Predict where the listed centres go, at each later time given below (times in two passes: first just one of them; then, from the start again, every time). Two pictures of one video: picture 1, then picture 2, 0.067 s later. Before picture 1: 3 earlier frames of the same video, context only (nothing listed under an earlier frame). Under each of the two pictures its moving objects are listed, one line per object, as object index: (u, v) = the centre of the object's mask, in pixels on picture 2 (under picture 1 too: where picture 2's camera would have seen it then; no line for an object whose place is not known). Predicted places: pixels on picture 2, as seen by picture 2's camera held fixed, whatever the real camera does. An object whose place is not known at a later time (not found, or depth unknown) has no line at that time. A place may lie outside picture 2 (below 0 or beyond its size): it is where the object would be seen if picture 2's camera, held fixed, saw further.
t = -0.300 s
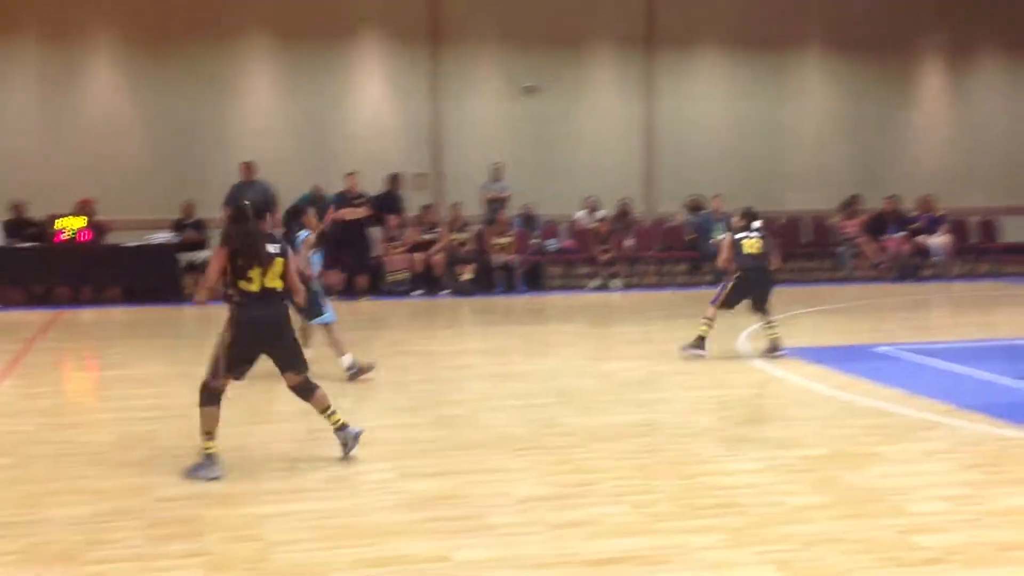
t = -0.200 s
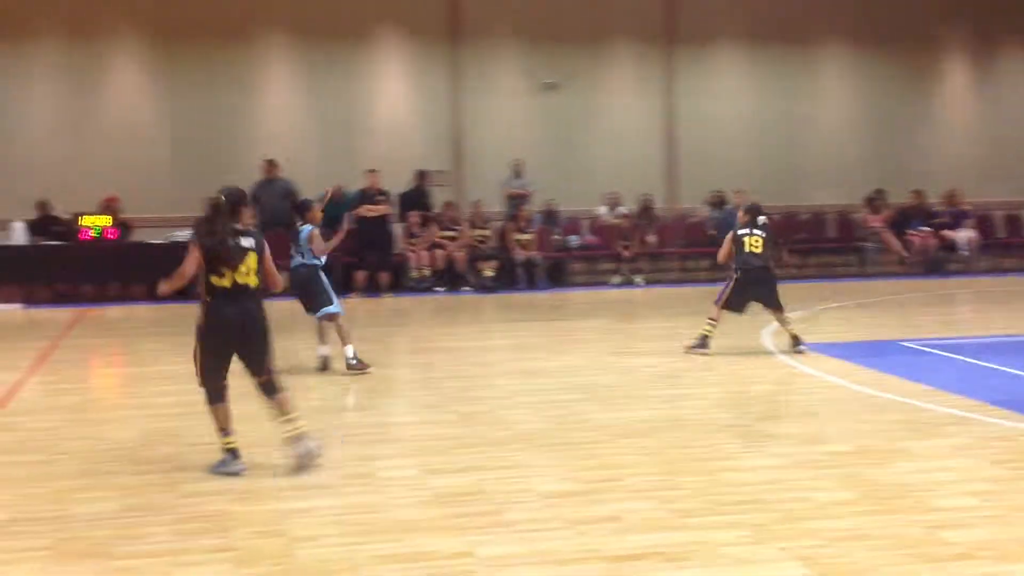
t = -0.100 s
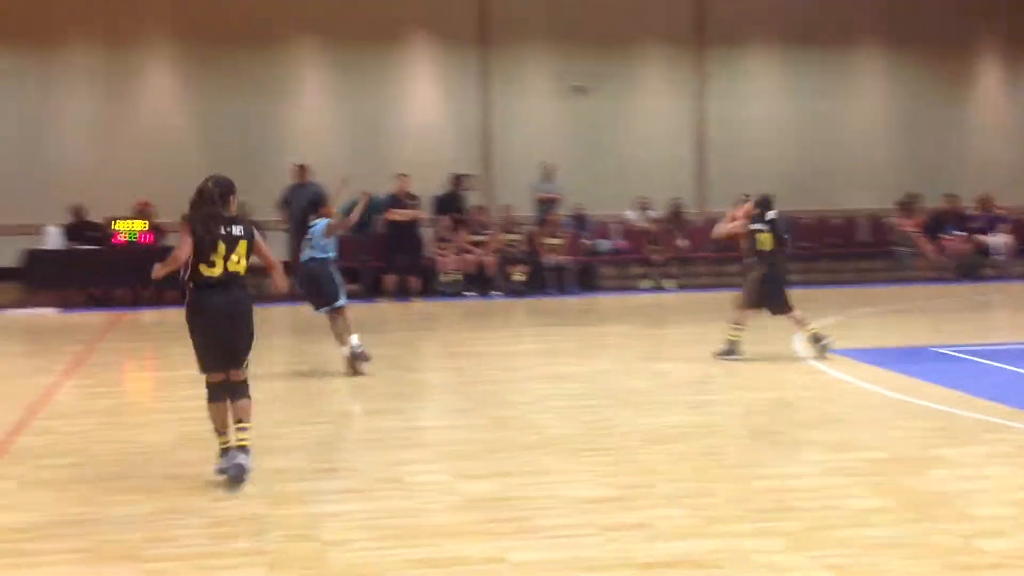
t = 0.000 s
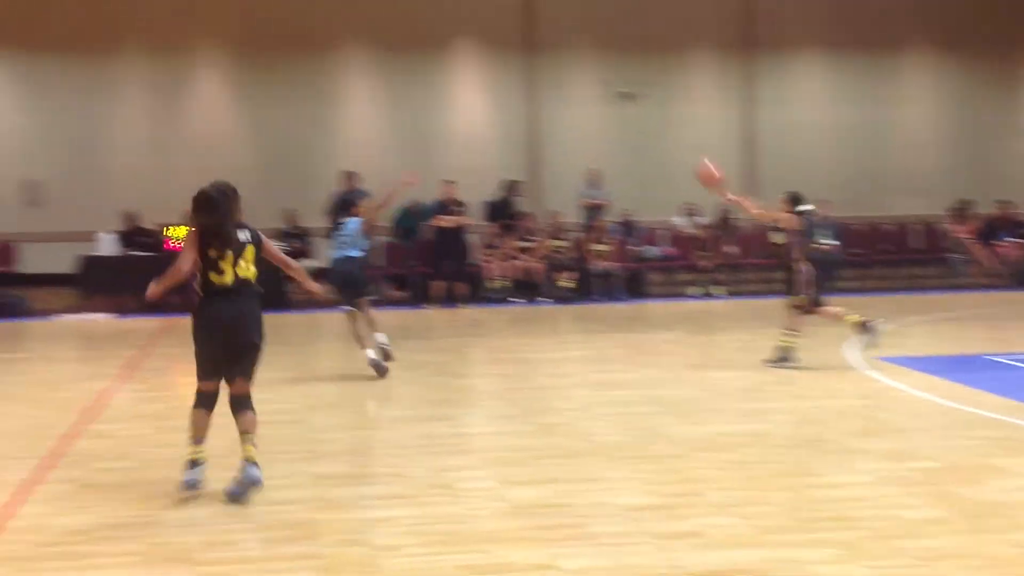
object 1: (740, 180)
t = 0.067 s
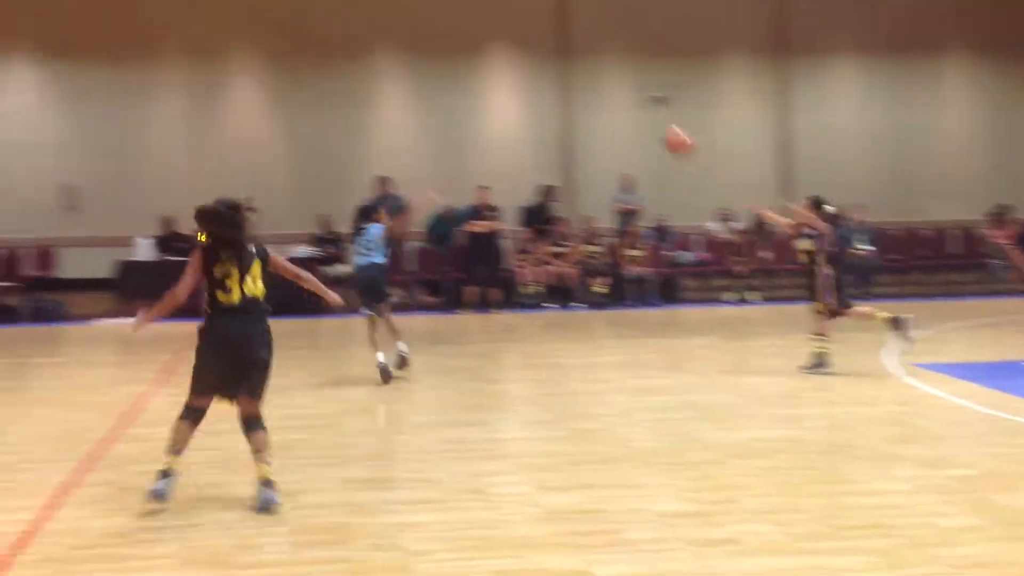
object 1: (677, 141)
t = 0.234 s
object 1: (528, 67)
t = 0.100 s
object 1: (646, 122)
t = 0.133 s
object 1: (616, 106)
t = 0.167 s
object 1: (587, 91)
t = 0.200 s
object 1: (556, 78)
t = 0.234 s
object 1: (528, 67)
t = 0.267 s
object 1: (499, 57)
